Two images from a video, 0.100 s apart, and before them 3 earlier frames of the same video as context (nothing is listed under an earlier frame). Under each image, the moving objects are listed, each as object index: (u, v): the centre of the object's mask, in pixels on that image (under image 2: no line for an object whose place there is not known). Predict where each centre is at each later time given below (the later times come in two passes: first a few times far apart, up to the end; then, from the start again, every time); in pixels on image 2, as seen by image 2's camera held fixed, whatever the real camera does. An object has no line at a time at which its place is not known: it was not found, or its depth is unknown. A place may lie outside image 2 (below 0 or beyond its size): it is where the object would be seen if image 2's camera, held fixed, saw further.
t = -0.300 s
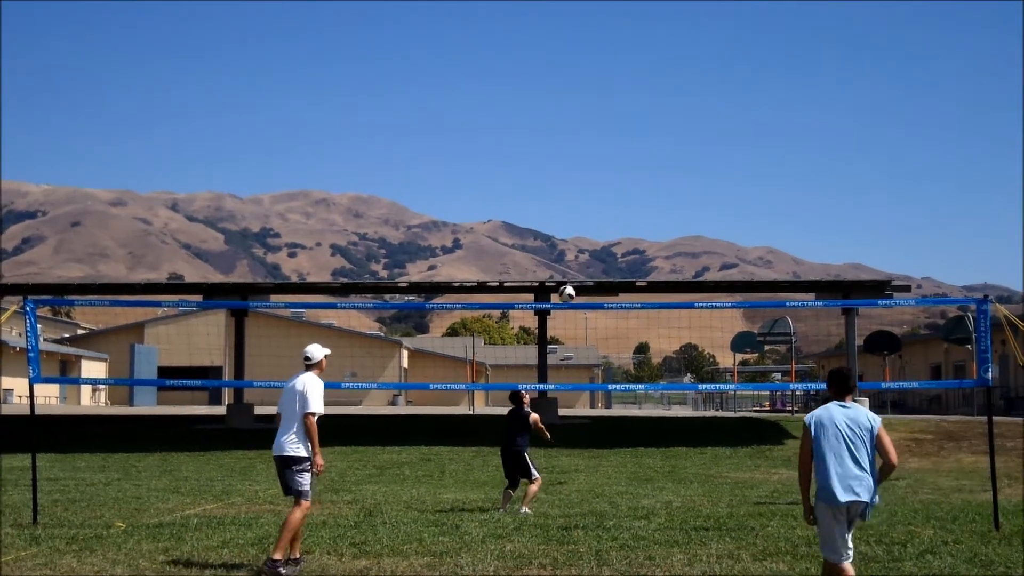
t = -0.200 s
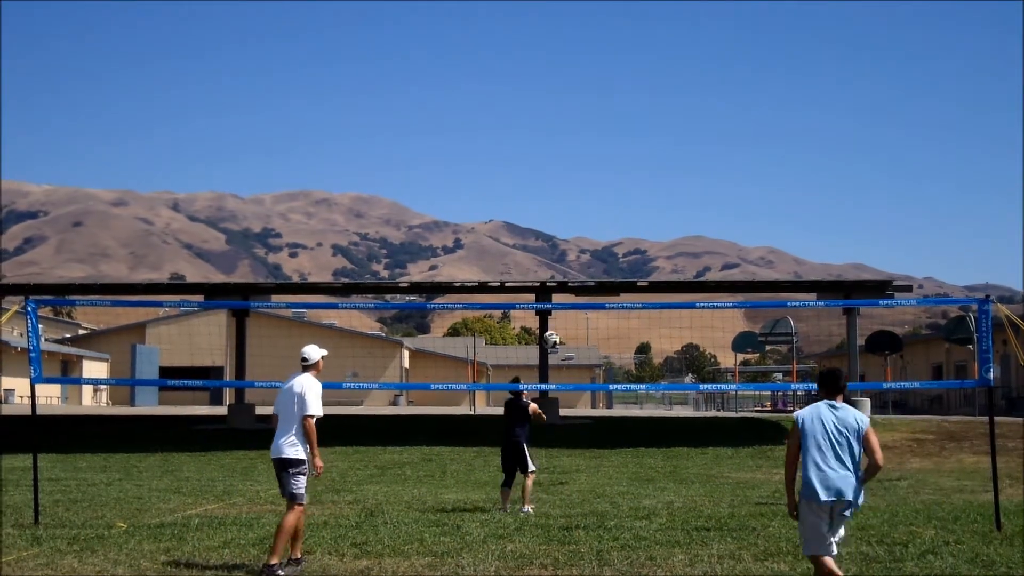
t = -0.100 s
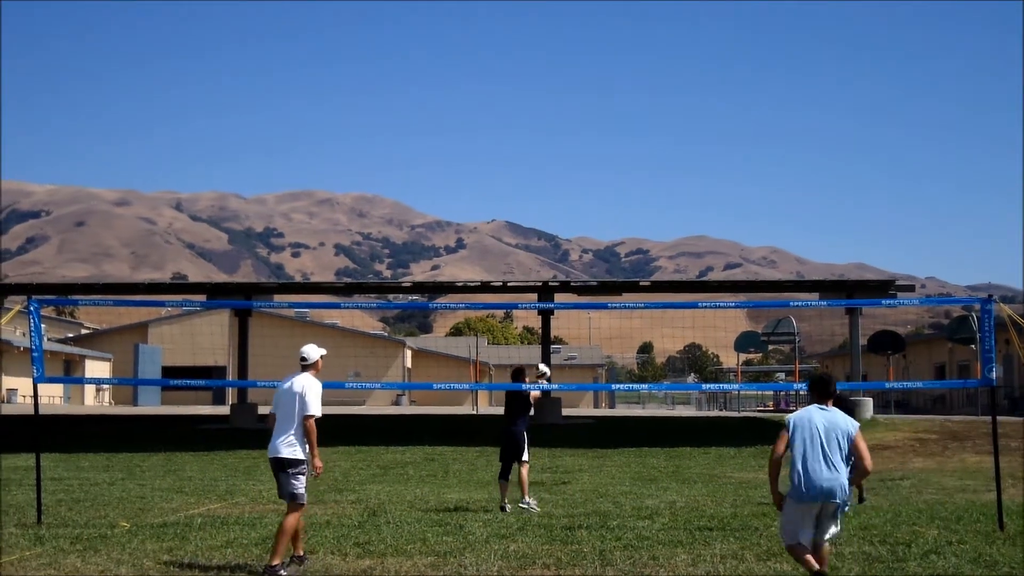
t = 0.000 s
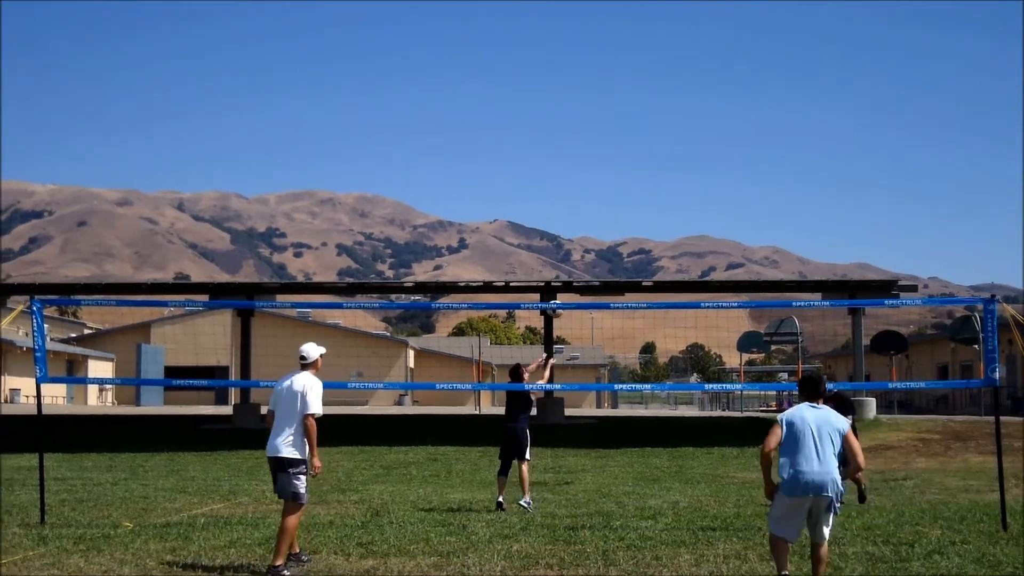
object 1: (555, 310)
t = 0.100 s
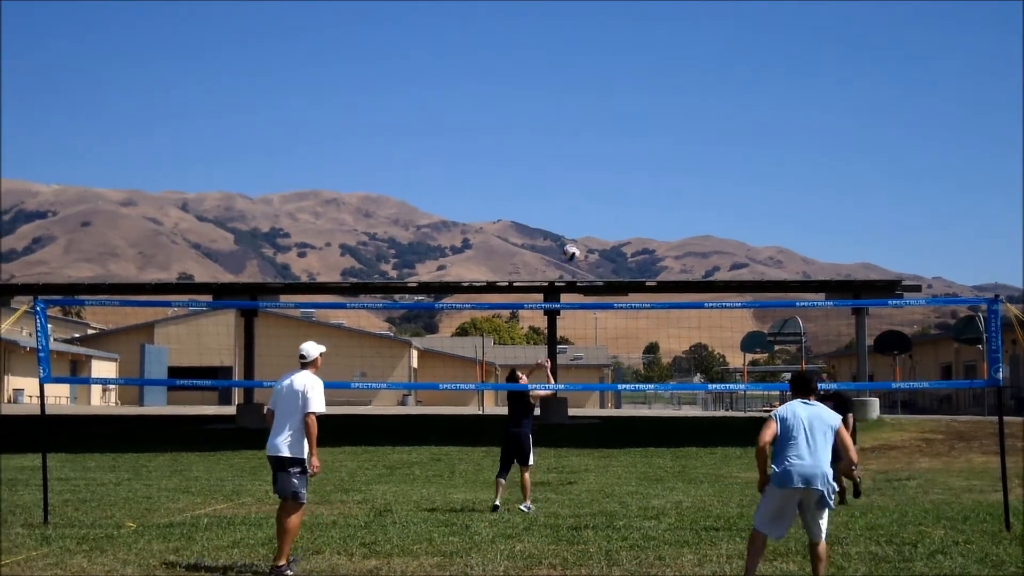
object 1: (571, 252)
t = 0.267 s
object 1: (592, 176)
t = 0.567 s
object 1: (633, 89)
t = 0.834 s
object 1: (675, 73)
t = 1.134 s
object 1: (726, 129)
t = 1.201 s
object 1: (738, 153)
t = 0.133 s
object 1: (575, 235)
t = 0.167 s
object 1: (579, 220)
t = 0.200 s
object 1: (583, 204)
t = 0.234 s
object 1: (588, 190)
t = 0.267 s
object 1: (592, 176)
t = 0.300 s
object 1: (597, 163)
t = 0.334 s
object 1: (601, 150)
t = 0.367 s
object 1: (606, 139)
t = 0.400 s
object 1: (611, 128)
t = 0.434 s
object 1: (615, 119)
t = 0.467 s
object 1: (620, 110)
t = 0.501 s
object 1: (624, 102)
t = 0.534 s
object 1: (629, 95)
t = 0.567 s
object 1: (633, 89)
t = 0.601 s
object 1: (638, 84)
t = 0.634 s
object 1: (644, 79)
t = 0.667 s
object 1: (649, 76)
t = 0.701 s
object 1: (654, 73)
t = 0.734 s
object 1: (659, 72)
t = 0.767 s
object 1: (664, 71)
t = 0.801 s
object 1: (670, 72)
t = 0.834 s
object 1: (675, 73)
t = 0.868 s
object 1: (680, 76)
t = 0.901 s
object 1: (685, 79)
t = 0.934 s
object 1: (691, 82)
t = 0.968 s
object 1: (697, 88)
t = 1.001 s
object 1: (703, 94)
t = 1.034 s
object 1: (708, 102)
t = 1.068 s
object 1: (714, 109)
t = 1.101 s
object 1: (720, 118)
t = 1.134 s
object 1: (726, 129)
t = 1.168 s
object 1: (732, 140)
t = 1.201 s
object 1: (738, 153)
